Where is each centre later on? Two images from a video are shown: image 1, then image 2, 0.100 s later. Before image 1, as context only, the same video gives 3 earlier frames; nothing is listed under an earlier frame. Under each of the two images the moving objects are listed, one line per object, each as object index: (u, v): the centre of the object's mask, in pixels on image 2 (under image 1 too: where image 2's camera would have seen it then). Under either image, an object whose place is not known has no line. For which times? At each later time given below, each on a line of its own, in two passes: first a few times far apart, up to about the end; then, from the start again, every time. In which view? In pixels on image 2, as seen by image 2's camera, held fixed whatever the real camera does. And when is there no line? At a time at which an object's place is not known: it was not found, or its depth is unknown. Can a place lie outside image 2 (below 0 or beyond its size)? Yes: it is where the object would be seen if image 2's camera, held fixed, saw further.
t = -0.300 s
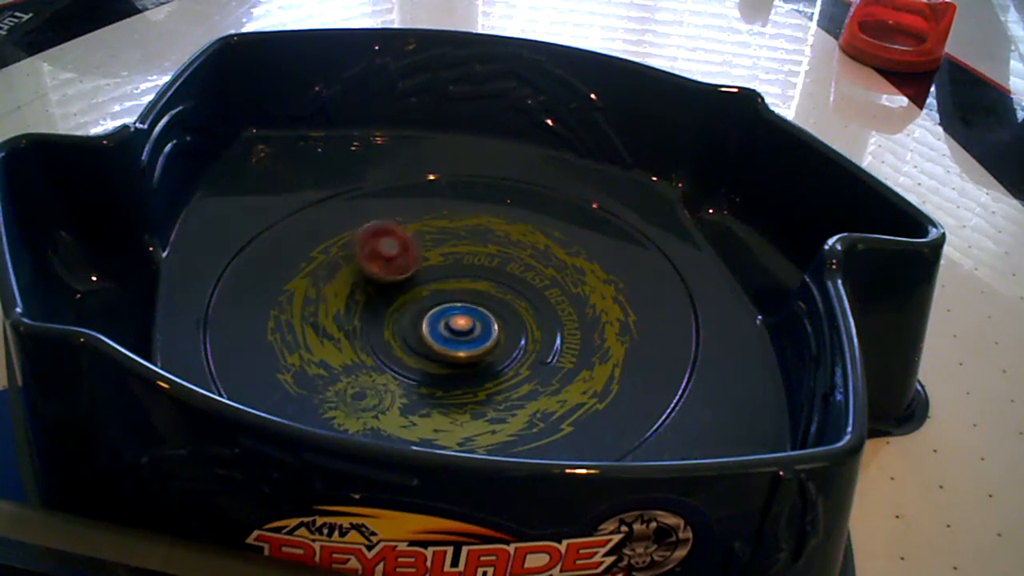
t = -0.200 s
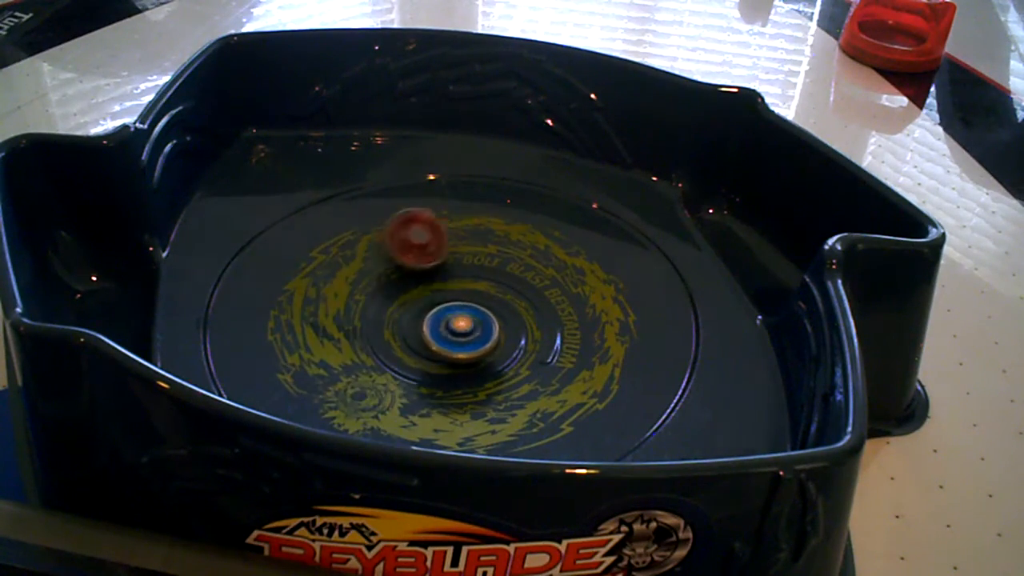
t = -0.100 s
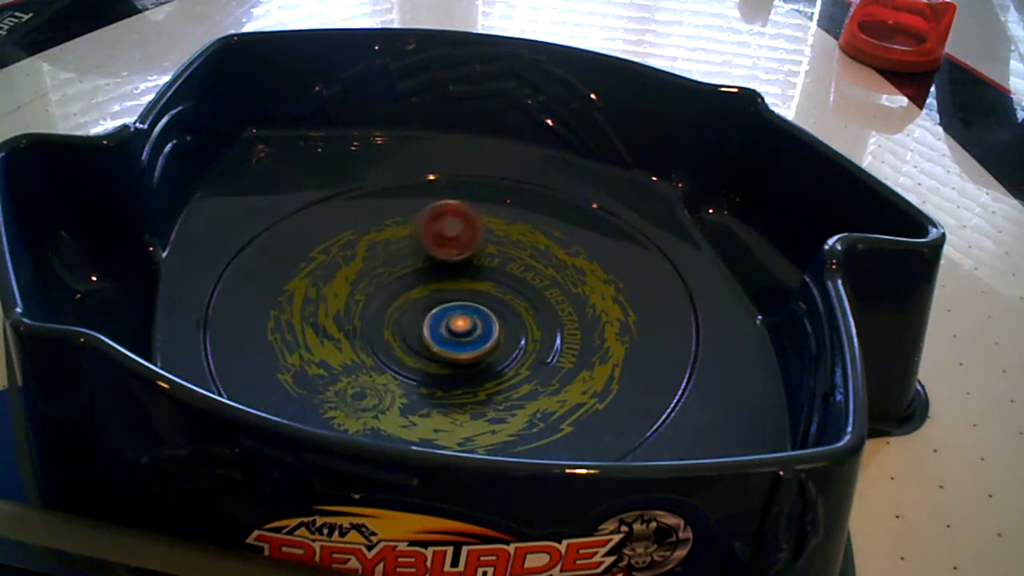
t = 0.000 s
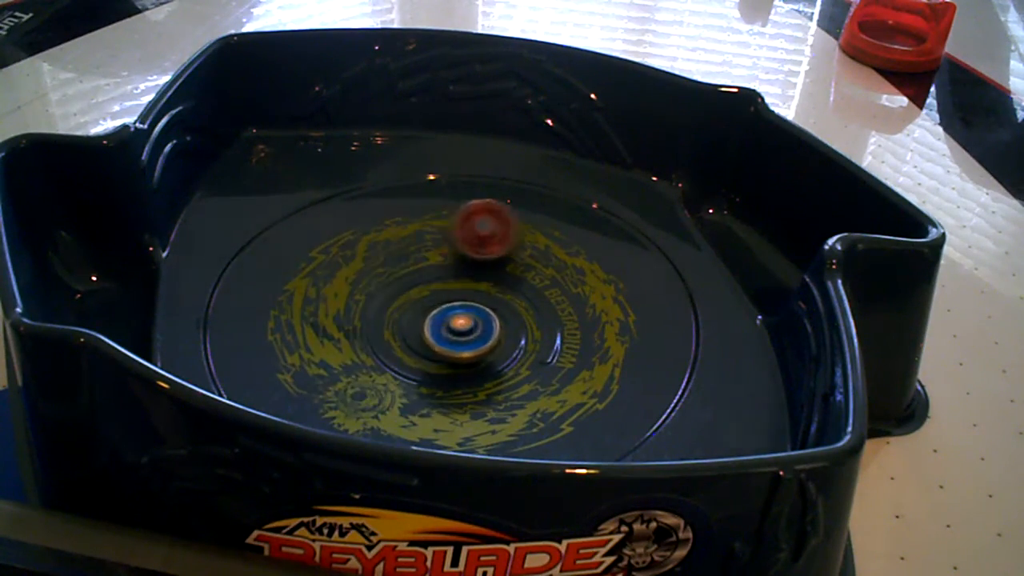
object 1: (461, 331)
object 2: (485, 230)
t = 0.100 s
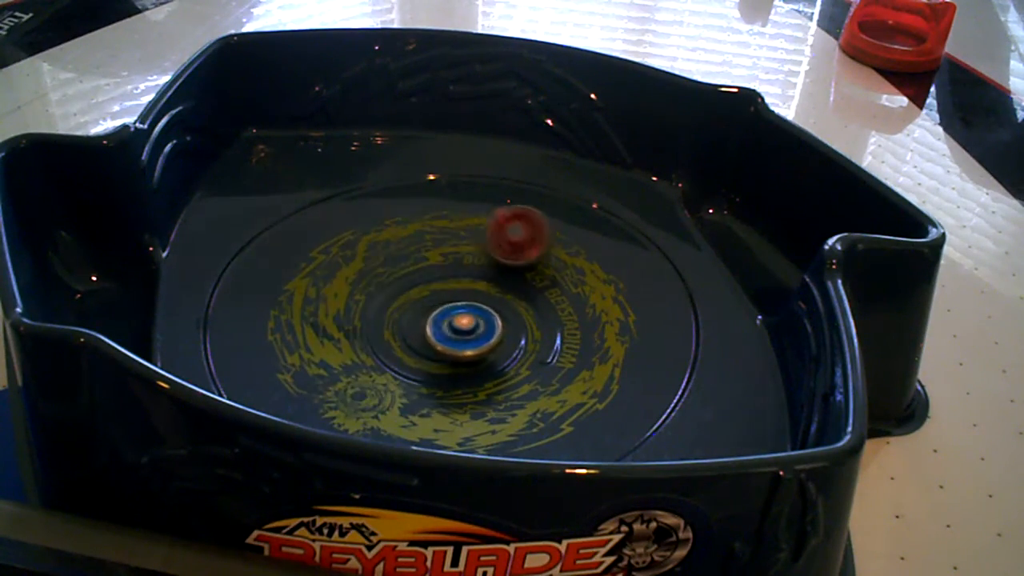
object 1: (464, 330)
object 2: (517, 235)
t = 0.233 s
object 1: (467, 329)
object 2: (554, 252)
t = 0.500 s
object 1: (469, 329)
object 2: (574, 307)
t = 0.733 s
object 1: (468, 324)
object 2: (523, 356)
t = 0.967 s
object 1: (471, 307)
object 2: (435, 374)
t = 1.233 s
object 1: (479, 315)
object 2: (359, 333)
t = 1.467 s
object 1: (459, 330)
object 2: (364, 283)
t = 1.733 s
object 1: (422, 323)
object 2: (435, 247)
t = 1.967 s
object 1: (422, 295)
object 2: (510, 250)
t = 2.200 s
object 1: (456, 277)
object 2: (553, 289)
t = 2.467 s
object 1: (488, 298)
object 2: (522, 339)
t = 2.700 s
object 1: (475, 293)
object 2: (441, 357)
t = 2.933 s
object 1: (470, 293)
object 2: (374, 323)
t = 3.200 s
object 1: (456, 301)
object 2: (380, 270)
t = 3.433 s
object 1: (446, 298)
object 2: (445, 244)
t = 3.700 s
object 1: (450, 304)
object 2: (513, 272)
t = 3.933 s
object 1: (444, 315)
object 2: (532, 333)
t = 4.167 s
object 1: (443, 310)
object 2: (488, 369)
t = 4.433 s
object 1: (458, 314)
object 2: (407, 356)
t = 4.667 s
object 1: (486, 314)
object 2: (389, 318)
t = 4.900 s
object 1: (474, 318)
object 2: (430, 280)
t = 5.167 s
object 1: (433, 356)
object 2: (497, 291)
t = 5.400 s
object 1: (417, 347)
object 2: (497, 332)
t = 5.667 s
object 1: (390, 333)
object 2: (469, 357)
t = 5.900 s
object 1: (404, 308)
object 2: (443, 347)
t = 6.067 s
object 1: (417, 289)
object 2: (461, 336)
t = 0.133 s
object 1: (464, 330)
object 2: (528, 238)
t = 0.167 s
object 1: (465, 329)
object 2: (537, 242)
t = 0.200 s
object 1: (466, 329)
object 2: (545, 247)
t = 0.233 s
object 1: (467, 329)
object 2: (554, 252)
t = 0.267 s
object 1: (468, 329)
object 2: (561, 258)
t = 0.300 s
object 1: (468, 329)
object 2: (567, 264)
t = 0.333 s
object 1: (469, 329)
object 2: (572, 271)
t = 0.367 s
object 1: (469, 328)
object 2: (575, 277)
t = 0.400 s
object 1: (469, 328)
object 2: (576, 284)
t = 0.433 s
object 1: (469, 329)
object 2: (578, 292)
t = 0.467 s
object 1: (469, 328)
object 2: (577, 300)
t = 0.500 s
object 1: (469, 329)
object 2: (574, 307)
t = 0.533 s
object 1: (469, 329)
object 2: (571, 316)
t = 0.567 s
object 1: (469, 328)
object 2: (566, 323)
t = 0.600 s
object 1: (469, 328)
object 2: (560, 331)
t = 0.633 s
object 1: (470, 328)
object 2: (550, 339)
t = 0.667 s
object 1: (470, 327)
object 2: (541, 345)
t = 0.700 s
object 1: (468, 325)
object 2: (531, 353)
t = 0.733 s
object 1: (468, 324)
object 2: (523, 356)
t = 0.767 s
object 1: (467, 322)
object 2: (511, 364)
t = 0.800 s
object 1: (469, 322)
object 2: (500, 367)
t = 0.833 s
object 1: (469, 320)
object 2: (489, 371)
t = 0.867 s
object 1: (468, 317)
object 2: (477, 373)
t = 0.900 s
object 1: (469, 313)
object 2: (462, 375)
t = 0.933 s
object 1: (469, 309)
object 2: (448, 375)
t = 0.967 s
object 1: (471, 307)
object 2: (435, 374)
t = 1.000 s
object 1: (472, 306)
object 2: (420, 372)
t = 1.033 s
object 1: (474, 305)
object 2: (408, 368)
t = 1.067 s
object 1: (476, 305)
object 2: (396, 365)
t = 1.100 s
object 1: (476, 306)
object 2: (385, 359)
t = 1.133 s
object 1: (475, 307)
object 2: (377, 354)
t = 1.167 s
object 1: (474, 309)
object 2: (369, 347)
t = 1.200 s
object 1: (477, 312)
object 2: (363, 341)
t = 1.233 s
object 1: (479, 315)
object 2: (359, 333)
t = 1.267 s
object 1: (475, 316)
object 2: (355, 326)
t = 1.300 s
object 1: (472, 318)
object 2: (353, 318)
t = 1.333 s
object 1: (472, 321)
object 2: (352, 310)
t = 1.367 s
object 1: (470, 323)
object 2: (354, 303)
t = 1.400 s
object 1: (466, 325)
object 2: (356, 295)
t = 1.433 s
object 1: (463, 327)
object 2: (359, 288)
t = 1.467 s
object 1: (459, 330)
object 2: (364, 283)
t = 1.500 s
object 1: (454, 331)
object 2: (371, 275)
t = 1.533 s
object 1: (450, 331)
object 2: (377, 270)
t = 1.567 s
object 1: (443, 332)
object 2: (386, 264)
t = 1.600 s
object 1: (438, 332)
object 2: (393, 260)
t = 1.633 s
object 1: (434, 330)
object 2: (403, 256)
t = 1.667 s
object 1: (430, 327)
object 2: (414, 252)
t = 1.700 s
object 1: (424, 325)
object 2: (424, 249)
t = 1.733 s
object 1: (422, 323)
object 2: (435, 247)
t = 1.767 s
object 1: (421, 318)
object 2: (447, 245)
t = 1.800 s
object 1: (416, 313)
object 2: (457, 244)
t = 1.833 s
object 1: (416, 311)
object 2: (468, 244)
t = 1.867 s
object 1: (418, 308)
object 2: (478, 244)
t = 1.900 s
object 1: (419, 301)
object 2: (490, 245)
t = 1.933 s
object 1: (419, 297)
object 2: (500, 247)
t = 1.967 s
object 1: (422, 295)
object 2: (510, 250)
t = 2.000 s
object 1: (426, 291)
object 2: (520, 255)
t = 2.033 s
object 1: (428, 286)
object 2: (528, 259)
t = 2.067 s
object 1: (431, 283)
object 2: (535, 264)
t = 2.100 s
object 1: (437, 284)
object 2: (541, 270)
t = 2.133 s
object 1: (443, 282)
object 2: (547, 276)
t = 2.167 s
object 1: (449, 279)
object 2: (551, 282)
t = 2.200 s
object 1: (456, 277)
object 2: (553, 289)
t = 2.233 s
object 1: (459, 280)
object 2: (555, 296)
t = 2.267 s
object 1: (464, 282)
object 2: (554, 302)
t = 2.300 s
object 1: (472, 281)
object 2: (553, 309)
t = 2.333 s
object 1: (478, 284)
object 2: (551, 317)
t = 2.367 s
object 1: (484, 288)
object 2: (545, 324)
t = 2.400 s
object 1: (486, 292)
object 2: (538, 330)
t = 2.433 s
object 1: (488, 297)
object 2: (529, 334)
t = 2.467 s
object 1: (488, 298)
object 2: (522, 339)
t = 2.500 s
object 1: (485, 296)
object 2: (513, 346)
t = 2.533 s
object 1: (484, 296)
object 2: (502, 349)
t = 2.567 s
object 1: (482, 296)
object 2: (490, 352)
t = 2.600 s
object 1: (479, 295)
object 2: (479, 356)
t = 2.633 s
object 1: (477, 295)
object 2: (466, 357)
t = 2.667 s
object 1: (476, 294)
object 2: (456, 357)
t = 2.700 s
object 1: (475, 293)
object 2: (441, 357)
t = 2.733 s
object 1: (474, 292)
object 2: (426, 354)
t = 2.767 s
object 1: (472, 291)
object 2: (416, 352)
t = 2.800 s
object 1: (472, 290)
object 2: (406, 349)
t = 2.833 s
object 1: (474, 291)
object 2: (397, 342)
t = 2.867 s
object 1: (473, 292)
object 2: (387, 338)
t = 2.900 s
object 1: (472, 293)
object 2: (379, 331)
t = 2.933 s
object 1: (470, 293)
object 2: (374, 323)
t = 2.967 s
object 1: (468, 293)
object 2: (369, 318)
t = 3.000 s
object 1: (466, 294)
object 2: (365, 310)
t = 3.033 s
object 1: (465, 294)
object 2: (364, 302)
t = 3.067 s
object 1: (463, 296)
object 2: (364, 296)
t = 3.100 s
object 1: (462, 298)
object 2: (367, 288)
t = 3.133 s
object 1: (461, 299)
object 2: (369, 282)
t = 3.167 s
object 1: (457, 301)
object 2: (375, 274)
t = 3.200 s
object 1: (456, 301)
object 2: (380, 270)
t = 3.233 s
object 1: (452, 301)
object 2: (388, 263)
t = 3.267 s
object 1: (449, 301)
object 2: (393, 259)
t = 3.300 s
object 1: (445, 301)
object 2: (403, 255)
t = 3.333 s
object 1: (444, 301)
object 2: (413, 251)
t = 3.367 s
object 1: (444, 300)
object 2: (423, 248)
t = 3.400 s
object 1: (445, 299)
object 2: (434, 246)
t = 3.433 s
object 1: (446, 298)
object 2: (445, 244)
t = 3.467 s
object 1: (446, 298)
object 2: (456, 244)
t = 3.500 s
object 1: (446, 299)
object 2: (465, 245)
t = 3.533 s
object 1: (447, 299)
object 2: (476, 247)
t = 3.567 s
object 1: (447, 299)
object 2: (485, 250)
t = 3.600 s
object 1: (449, 300)
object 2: (494, 255)
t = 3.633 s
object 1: (450, 300)
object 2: (497, 261)
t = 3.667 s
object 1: (449, 302)
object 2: (504, 267)
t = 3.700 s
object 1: (450, 304)
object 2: (513, 272)
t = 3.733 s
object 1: (450, 306)
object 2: (518, 281)
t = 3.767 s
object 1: (451, 309)
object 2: (524, 288)
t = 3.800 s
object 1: (449, 310)
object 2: (529, 297)
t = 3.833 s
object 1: (448, 313)
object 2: (533, 304)
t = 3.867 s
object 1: (447, 314)
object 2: (535, 313)
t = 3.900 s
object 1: (445, 314)
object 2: (535, 324)
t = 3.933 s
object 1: (444, 315)
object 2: (532, 333)
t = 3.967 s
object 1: (443, 314)
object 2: (531, 338)
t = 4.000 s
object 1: (442, 313)
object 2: (528, 347)
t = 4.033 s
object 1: (441, 312)
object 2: (523, 352)
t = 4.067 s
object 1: (441, 311)
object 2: (517, 356)
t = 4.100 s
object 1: (442, 311)
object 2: (507, 363)
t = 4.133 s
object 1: (443, 310)
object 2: (498, 366)
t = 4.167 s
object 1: (443, 310)
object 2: (488, 369)
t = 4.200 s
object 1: (446, 309)
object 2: (477, 371)
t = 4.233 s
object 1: (447, 308)
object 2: (468, 372)
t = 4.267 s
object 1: (449, 308)
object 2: (459, 371)
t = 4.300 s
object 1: (451, 310)
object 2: (445, 371)
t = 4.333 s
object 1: (454, 309)
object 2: (433, 369)
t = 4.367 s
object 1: (455, 311)
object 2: (423, 366)
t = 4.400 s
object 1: (456, 312)
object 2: (413, 361)
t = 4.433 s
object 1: (458, 314)
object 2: (407, 356)
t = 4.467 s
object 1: (458, 315)
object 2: (401, 352)
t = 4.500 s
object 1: (457, 318)
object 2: (395, 345)
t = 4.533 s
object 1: (465, 318)
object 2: (386, 341)
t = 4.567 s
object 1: (475, 316)
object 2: (381, 335)
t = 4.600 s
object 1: (484, 316)
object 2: (381, 328)
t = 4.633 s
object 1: (488, 315)
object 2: (384, 321)
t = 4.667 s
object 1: (486, 314)
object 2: (389, 318)
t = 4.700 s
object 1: (479, 312)
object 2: (392, 310)
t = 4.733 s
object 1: (473, 311)
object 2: (396, 302)
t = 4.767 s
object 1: (476, 315)
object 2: (400, 296)
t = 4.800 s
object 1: (485, 314)
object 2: (405, 290)
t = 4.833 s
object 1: (485, 314)
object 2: (414, 286)
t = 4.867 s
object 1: (480, 315)
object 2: (422, 283)
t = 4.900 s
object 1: (474, 318)
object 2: (430, 280)
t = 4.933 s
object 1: (470, 324)
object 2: (438, 277)
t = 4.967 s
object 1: (465, 329)
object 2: (449, 277)
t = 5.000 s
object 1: (458, 336)
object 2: (458, 276)
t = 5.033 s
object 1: (451, 341)
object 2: (468, 276)
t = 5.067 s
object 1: (446, 345)
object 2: (477, 280)
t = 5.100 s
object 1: (441, 348)
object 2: (483, 284)
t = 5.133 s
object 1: (437, 352)
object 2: (491, 286)
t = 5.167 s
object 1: (433, 356)
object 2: (497, 291)
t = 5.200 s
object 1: (431, 357)
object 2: (500, 296)
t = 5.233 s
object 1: (428, 358)
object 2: (502, 301)
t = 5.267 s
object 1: (426, 358)
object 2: (502, 307)
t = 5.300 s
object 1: (426, 357)
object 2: (500, 312)
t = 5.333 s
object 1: (424, 354)
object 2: (499, 317)
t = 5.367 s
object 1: (420, 352)
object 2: (497, 324)
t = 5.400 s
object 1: (417, 347)
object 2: (497, 332)
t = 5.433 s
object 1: (410, 334)
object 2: (497, 338)
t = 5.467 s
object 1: (403, 341)
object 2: (497, 343)
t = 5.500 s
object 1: (397, 338)
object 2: (493, 347)
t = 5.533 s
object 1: (393, 335)
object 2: (489, 350)
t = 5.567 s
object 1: (391, 334)
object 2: (485, 353)
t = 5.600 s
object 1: (389, 333)
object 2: (480, 355)
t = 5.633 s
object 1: (389, 333)
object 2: (475, 357)
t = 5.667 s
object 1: (390, 333)
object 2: (469, 357)
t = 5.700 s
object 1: (391, 334)
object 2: (464, 357)
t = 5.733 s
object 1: (393, 332)
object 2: (457, 356)
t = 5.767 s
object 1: (396, 328)
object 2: (453, 357)
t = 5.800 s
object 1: (396, 327)
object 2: (448, 355)
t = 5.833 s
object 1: (399, 325)
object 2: (448, 353)
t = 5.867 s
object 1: (401, 321)
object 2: (446, 349)
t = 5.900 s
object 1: (404, 308)
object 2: (443, 347)
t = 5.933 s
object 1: (404, 302)
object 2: (443, 345)
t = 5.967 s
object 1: (406, 296)
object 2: (444, 343)
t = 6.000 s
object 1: (407, 293)
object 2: (449, 340)
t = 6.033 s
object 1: (411, 291)
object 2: (455, 338)
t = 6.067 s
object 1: (417, 289)
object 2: (461, 336)
